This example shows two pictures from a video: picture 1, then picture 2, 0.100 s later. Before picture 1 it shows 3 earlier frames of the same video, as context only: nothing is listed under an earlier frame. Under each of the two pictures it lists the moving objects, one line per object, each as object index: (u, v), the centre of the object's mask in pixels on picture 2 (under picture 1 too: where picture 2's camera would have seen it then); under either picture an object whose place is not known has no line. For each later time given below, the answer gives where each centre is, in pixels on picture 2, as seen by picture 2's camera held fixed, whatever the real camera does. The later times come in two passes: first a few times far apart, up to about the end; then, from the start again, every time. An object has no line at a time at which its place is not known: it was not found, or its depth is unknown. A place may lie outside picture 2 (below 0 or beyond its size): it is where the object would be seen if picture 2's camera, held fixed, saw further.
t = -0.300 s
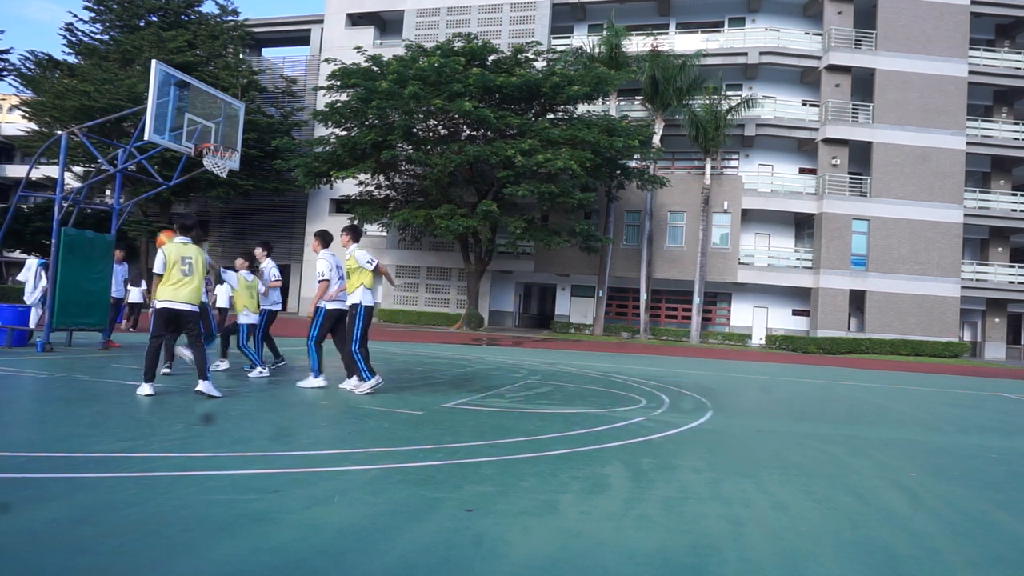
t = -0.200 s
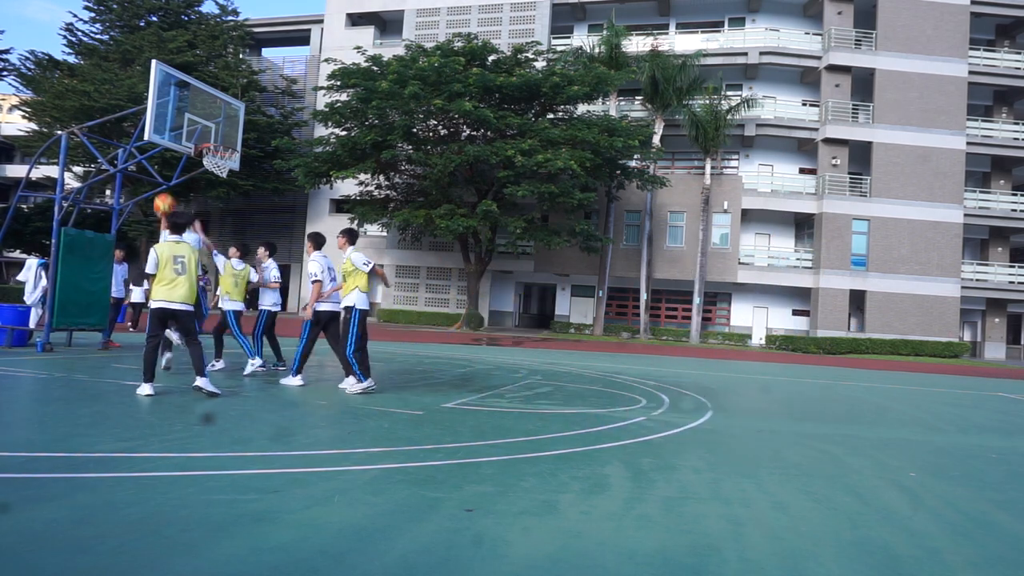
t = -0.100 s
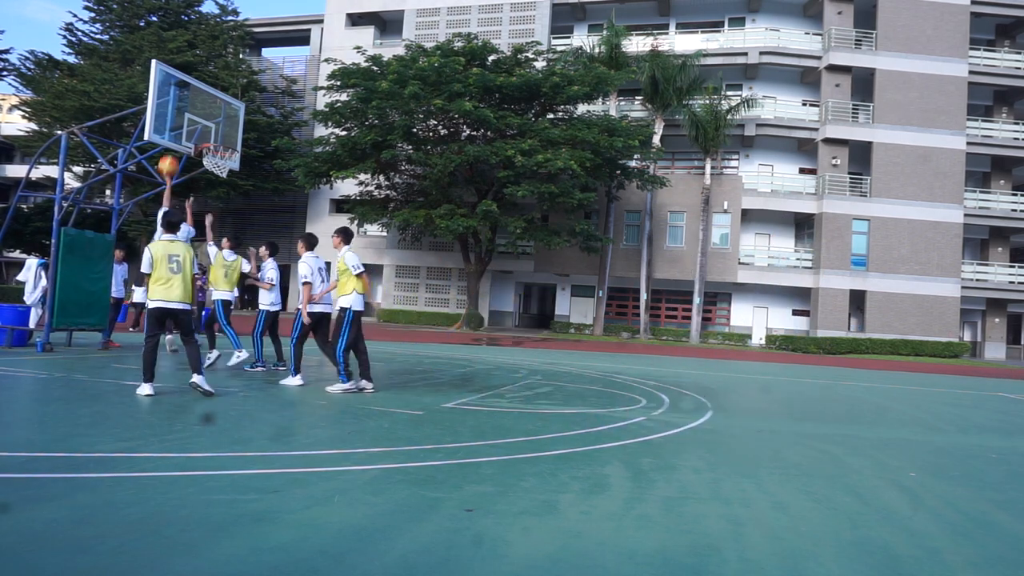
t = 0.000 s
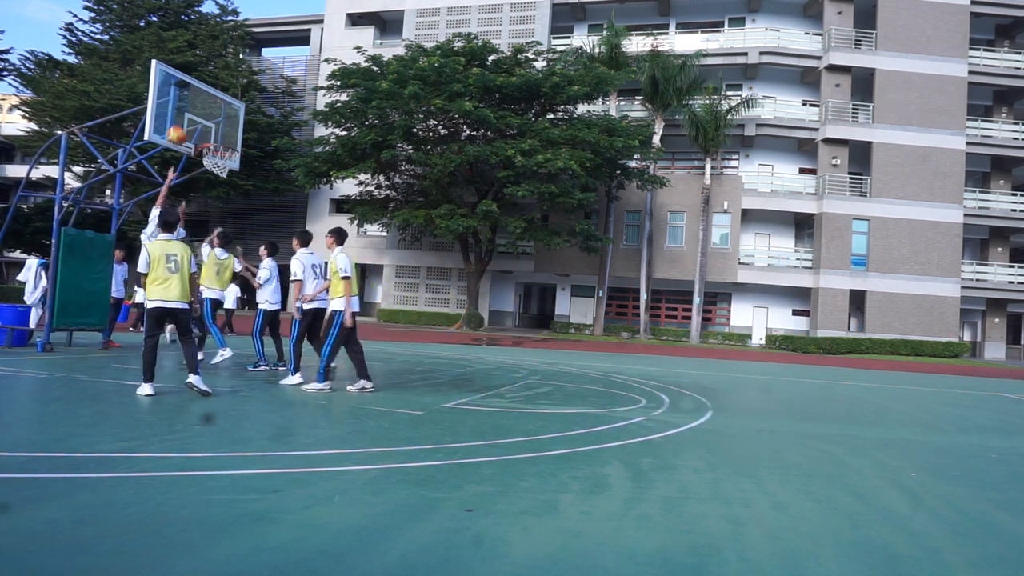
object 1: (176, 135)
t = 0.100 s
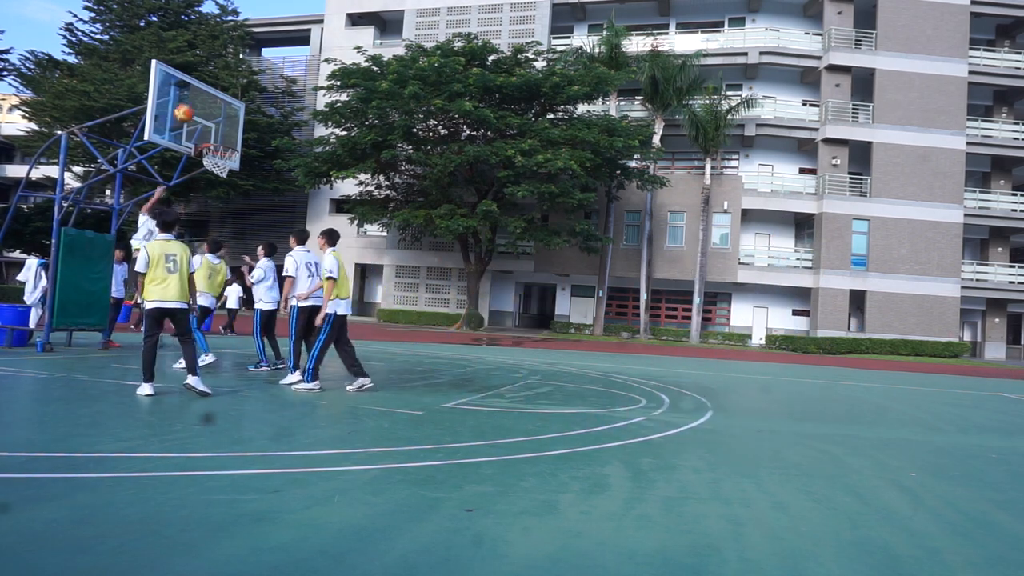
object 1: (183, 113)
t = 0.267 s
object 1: (194, 95)
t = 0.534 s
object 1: (227, 105)
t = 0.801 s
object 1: (255, 162)
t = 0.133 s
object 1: (186, 108)
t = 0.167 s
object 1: (188, 103)
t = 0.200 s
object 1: (189, 100)
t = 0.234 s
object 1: (191, 97)
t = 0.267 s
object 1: (194, 95)
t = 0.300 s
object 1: (198, 94)
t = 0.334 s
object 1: (203, 93)
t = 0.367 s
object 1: (207, 94)
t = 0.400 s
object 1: (211, 94)
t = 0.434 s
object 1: (215, 96)
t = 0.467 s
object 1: (220, 98)
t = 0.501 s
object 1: (224, 101)
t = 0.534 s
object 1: (227, 105)
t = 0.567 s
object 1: (231, 110)
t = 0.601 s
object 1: (235, 115)
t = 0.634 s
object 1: (238, 121)
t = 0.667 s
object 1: (242, 129)
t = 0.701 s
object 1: (246, 135)
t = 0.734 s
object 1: (249, 144)
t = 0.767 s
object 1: (252, 152)
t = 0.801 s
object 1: (255, 162)
